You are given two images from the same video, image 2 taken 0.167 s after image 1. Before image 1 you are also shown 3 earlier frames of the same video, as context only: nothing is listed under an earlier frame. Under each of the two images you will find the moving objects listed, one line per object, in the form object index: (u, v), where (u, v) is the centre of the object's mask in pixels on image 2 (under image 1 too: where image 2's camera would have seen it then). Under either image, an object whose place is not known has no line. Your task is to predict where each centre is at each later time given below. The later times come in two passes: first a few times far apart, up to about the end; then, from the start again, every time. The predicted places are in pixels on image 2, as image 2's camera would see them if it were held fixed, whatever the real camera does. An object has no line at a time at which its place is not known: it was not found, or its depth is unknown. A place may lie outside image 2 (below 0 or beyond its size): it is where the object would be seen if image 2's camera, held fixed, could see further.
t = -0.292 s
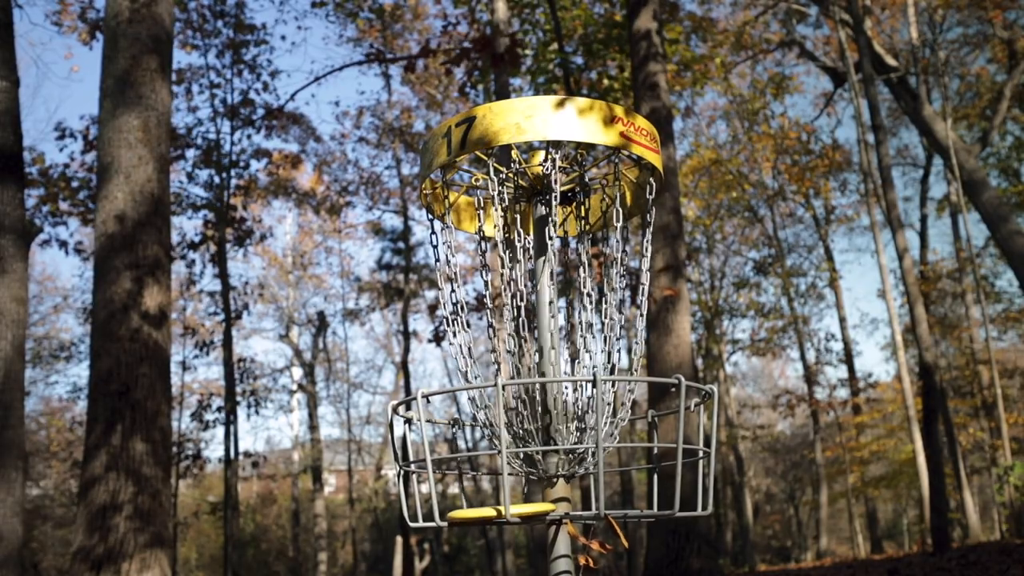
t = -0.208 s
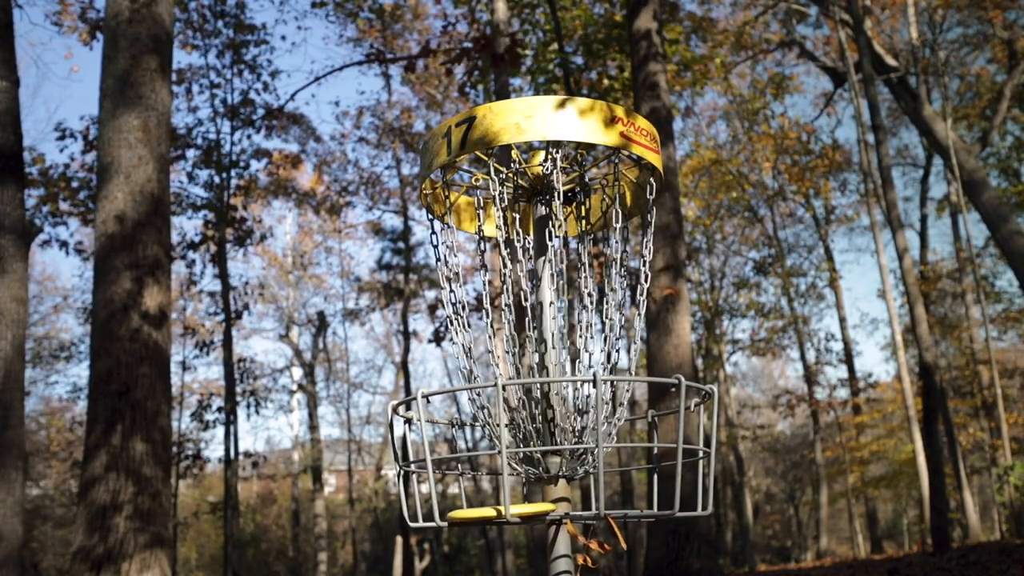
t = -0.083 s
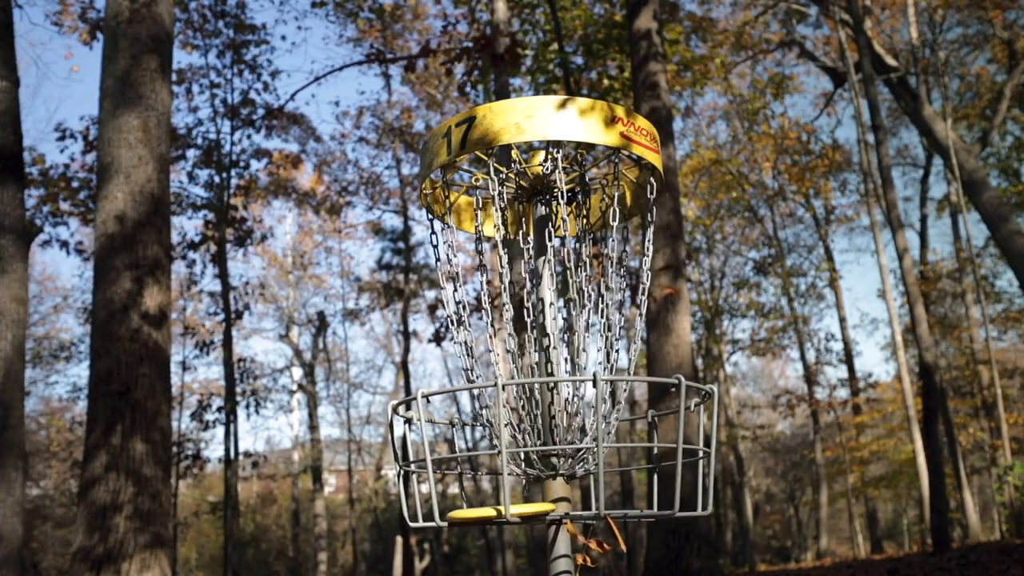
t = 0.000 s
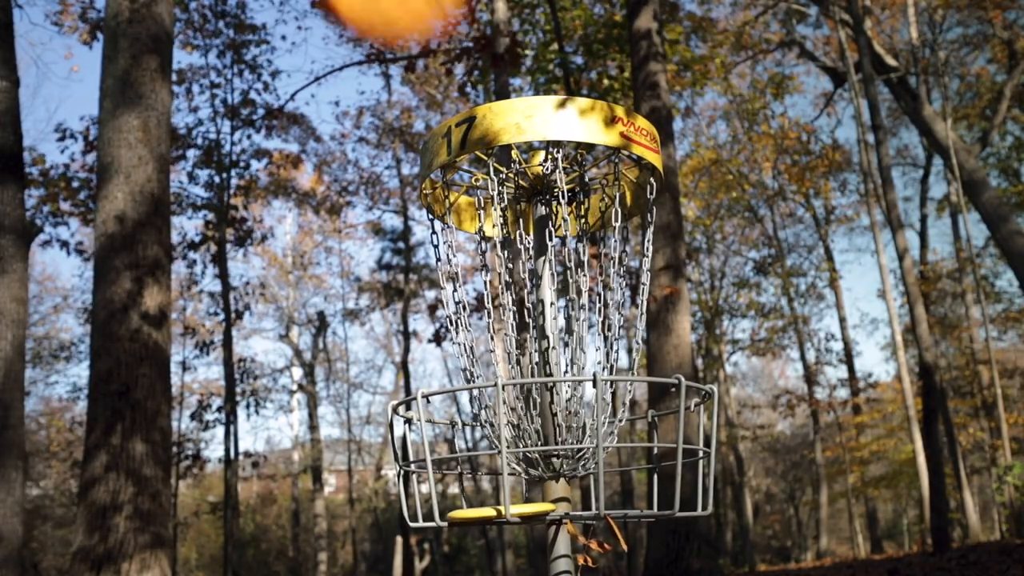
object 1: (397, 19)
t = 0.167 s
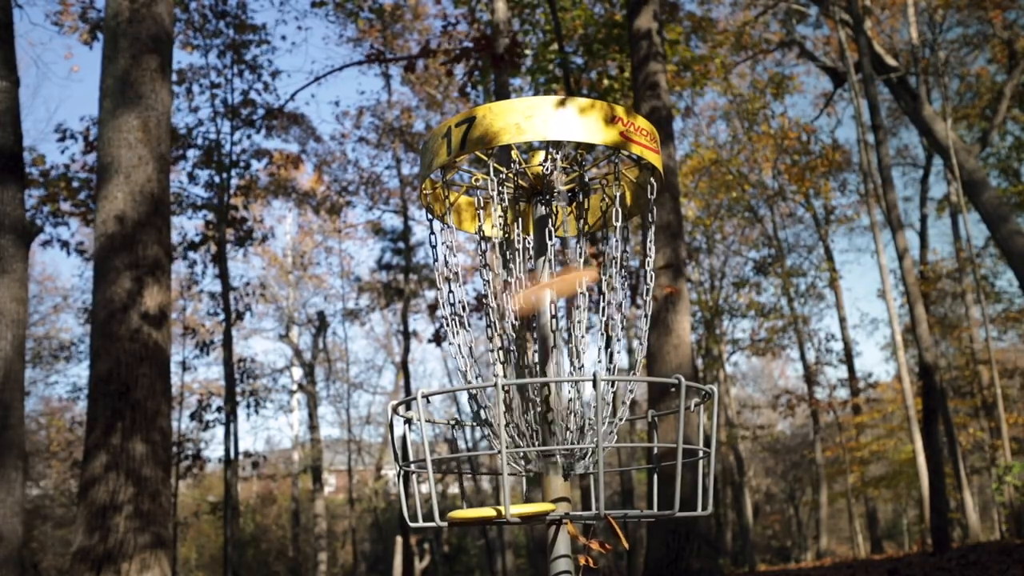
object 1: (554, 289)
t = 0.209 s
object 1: (560, 313)
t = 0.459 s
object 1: (609, 432)
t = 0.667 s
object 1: (640, 492)
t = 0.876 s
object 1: (637, 504)
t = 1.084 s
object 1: (651, 506)
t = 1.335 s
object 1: (651, 506)
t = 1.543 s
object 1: (651, 506)
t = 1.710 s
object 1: (651, 506)
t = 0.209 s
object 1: (560, 313)
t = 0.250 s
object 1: (565, 329)
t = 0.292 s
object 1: (573, 344)
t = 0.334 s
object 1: (582, 369)
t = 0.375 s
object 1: (592, 401)
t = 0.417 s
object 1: (602, 422)
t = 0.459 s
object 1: (609, 432)
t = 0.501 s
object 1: (621, 451)
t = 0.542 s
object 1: (637, 473)
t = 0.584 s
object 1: (639, 487)
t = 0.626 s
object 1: (638, 497)
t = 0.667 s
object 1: (640, 492)
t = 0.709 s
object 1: (641, 492)
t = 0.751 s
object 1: (643, 496)
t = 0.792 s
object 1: (643, 504)
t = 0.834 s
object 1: (638, 504)
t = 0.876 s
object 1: (637, 504)
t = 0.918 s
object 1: (649, 507)
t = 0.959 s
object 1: (652, 506)
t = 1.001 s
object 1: (651, 506)
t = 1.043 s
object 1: (651, 506)
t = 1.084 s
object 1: (651, 506)
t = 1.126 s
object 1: (650, 507)
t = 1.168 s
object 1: (651, 506)
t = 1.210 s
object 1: (651, 506)
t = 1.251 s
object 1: (651, 506)
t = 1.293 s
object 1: (652, 506)
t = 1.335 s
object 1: (651, 506)
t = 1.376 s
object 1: (652, 506)
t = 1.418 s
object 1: (652, 506)
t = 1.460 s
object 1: (652, 506)
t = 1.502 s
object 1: (652, 506)
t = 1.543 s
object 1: (651, 506)
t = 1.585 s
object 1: (651, 506)
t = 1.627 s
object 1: (651, 506)
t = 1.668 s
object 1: (651, 506)
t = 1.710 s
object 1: (651, 506)
